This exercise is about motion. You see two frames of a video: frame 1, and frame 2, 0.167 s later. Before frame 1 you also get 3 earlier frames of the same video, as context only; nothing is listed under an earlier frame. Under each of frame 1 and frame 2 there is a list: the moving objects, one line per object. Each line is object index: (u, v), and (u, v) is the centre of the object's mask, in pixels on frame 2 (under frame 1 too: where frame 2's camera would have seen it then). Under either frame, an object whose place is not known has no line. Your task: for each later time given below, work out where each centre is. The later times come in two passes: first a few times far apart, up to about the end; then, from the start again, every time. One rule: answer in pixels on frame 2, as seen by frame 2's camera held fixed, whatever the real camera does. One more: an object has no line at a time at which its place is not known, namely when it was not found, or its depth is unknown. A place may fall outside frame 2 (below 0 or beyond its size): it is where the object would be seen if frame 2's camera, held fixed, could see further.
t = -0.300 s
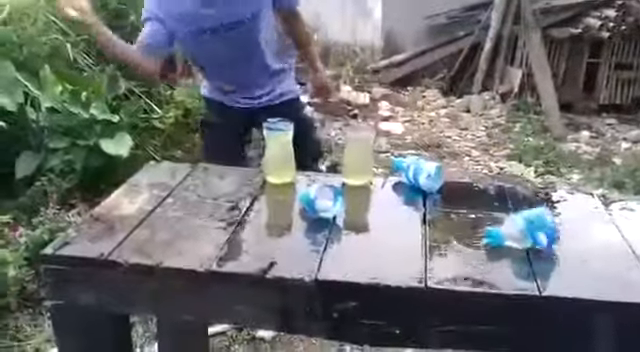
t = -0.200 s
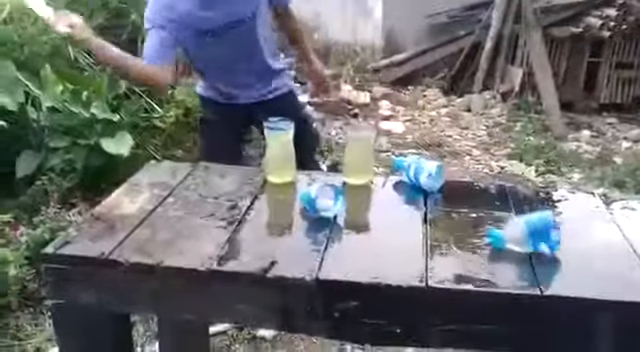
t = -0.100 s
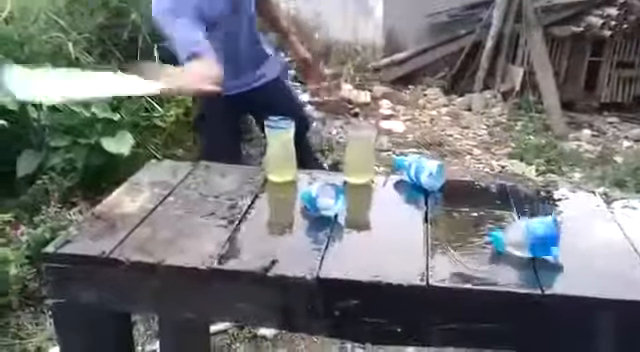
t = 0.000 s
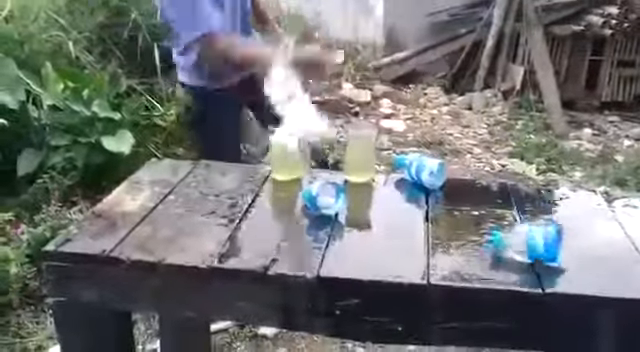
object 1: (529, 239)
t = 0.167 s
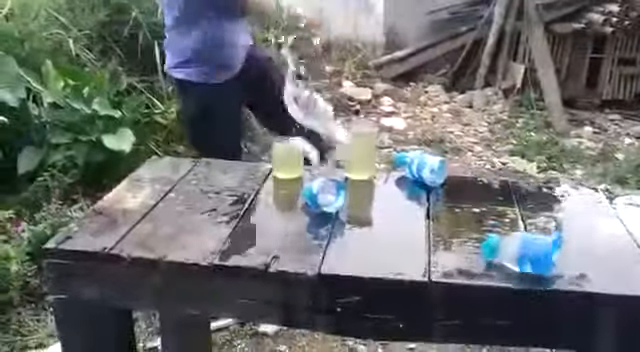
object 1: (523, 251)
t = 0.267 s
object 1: (519, 258)
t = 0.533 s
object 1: (494, 284)
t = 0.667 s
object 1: (462, 336)
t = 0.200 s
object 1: (521, 253)
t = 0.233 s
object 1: (519, 256)
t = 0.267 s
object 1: (519, 258)
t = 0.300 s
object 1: (516, 261)
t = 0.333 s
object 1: (513, 263)
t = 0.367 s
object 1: (510, 265)
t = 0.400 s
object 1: (508, 267)
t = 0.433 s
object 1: (505, 268)
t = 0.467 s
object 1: (502, 271)
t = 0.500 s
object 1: (500, 275)
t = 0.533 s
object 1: (494, 284)
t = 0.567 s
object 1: (488, 297)
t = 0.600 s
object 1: (483, 311)
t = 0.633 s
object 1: (474, 325)
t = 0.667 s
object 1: (462, 336)
